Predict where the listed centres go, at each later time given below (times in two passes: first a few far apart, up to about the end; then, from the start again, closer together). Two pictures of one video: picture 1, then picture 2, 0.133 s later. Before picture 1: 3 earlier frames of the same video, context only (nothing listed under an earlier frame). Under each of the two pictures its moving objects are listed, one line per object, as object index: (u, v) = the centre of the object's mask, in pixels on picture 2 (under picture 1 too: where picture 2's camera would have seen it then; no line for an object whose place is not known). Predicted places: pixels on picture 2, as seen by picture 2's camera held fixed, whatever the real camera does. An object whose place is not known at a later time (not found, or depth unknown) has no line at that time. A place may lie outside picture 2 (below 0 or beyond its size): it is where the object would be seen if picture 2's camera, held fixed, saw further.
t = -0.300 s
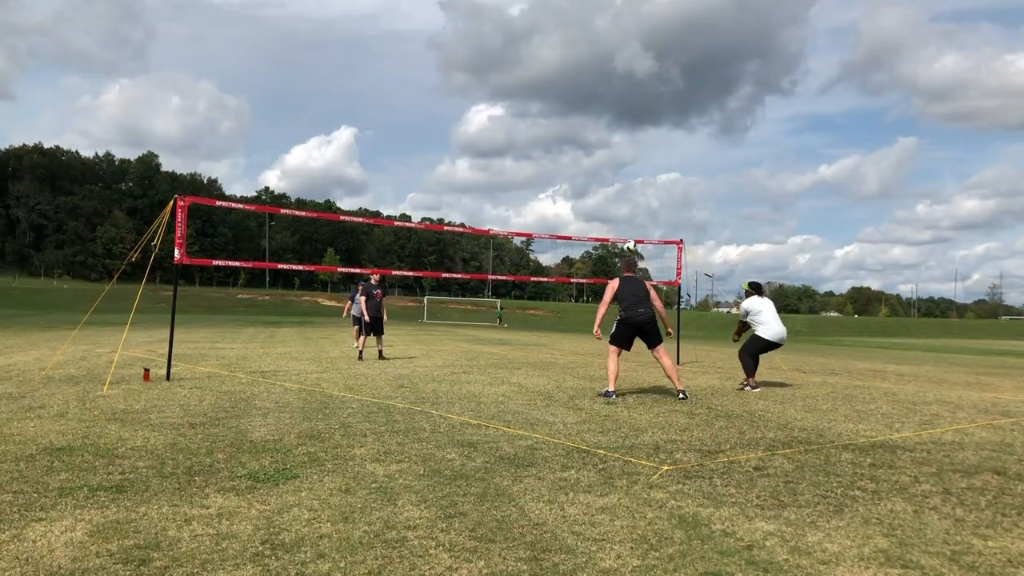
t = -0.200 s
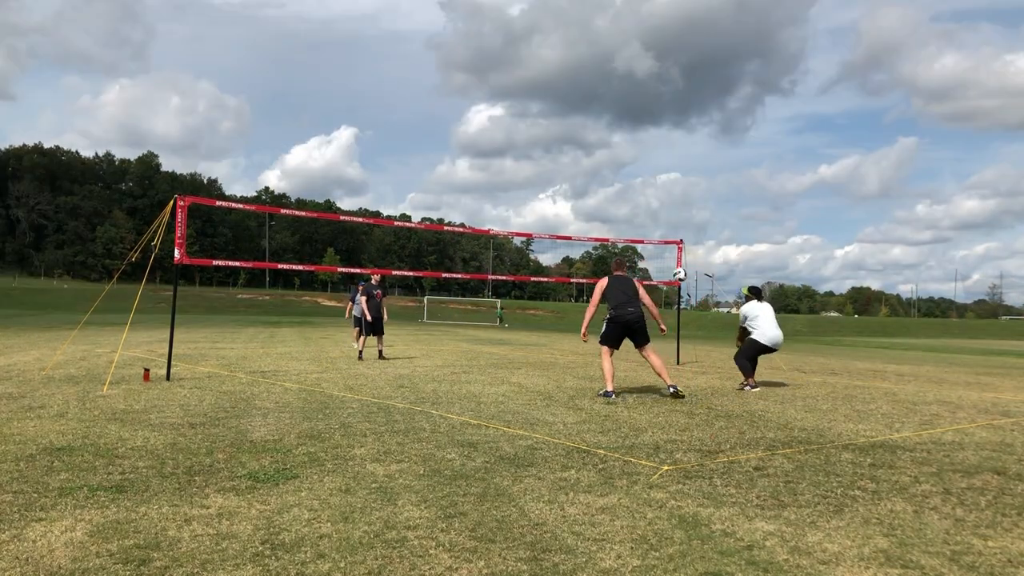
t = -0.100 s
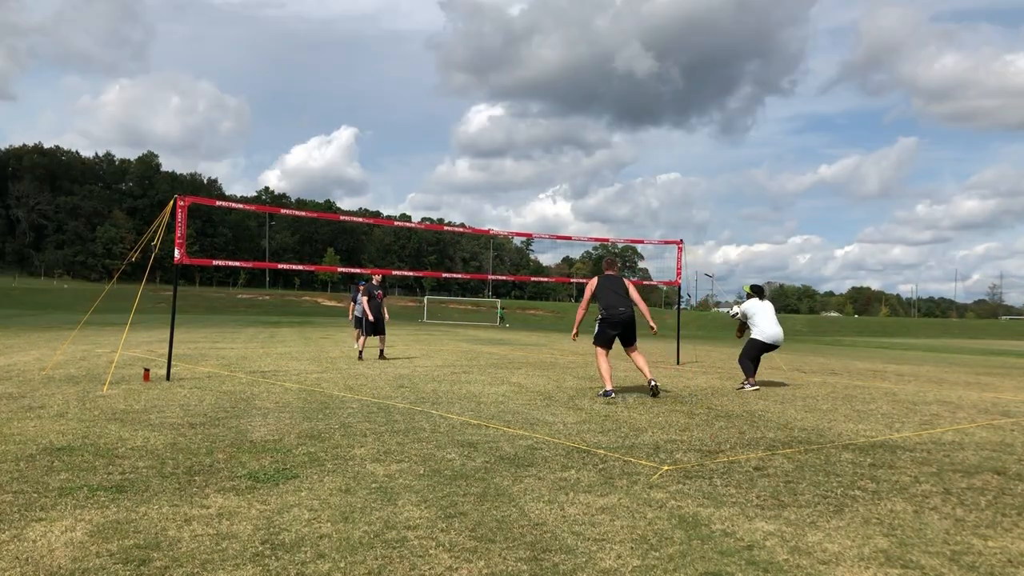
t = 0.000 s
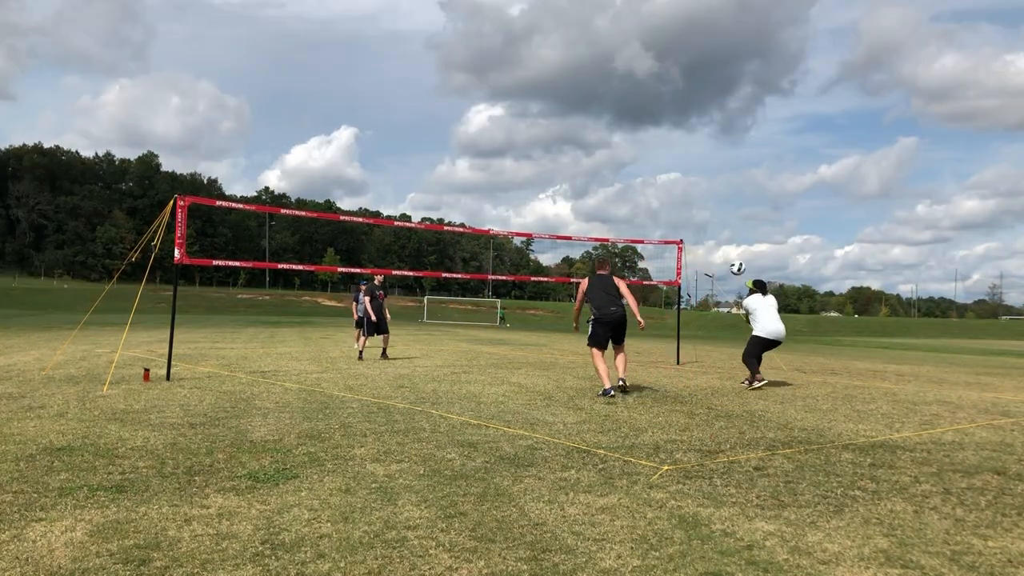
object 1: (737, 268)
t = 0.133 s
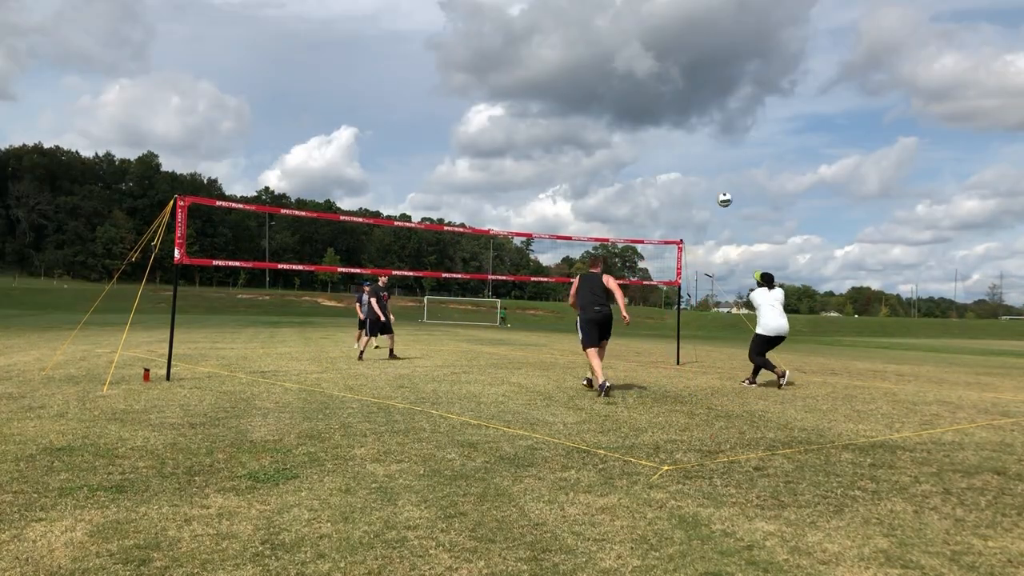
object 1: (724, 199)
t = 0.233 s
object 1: (715, 159)
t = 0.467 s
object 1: (697, 92)
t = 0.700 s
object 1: (681, 64)
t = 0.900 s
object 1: (668, 68)
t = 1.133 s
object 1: (653, 100)
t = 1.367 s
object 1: (638, 161)
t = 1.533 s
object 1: (627, 220)
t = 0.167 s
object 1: (721, 185)
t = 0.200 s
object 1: (718, 171)
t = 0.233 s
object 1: (715, 159)
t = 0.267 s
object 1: (713, 146)
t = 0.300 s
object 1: (710, 135)
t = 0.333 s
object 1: (707, 125)
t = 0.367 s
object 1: (705, 116)
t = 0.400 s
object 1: (702, 107)
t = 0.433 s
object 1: (700, 99)
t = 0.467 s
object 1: (697, 92)
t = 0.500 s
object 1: (695, 86)
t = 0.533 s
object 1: (692, 80)
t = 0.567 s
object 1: (690, 76)
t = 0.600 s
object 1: (688, 72)
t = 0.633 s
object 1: (685, 69)
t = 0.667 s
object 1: (683, 66)
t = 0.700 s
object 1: (681, 64)
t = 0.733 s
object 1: (679, 63)
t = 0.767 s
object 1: (676, 63)
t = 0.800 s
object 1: (675, 63)
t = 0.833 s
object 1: (672, 64)
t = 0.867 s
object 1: (670, 65)
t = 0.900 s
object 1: (668, 68)
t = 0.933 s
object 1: (665, 70)
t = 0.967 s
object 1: (664, 74)
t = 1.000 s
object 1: (661, 78)
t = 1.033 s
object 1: (659, 83)
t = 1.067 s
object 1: (657, 88)
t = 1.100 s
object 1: (655, 94)
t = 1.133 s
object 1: (653, 100)
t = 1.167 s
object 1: (650, 107)
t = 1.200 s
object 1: (648, 115)
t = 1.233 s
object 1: (646, 123)
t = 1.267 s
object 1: (644, 132)
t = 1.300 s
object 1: (642, 141)
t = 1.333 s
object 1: (639, 151)
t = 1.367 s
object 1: (638, 161)
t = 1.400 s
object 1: (635, 172)
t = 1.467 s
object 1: (631, 195)
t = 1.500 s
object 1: (629, 207)
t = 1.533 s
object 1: (627, 220)
